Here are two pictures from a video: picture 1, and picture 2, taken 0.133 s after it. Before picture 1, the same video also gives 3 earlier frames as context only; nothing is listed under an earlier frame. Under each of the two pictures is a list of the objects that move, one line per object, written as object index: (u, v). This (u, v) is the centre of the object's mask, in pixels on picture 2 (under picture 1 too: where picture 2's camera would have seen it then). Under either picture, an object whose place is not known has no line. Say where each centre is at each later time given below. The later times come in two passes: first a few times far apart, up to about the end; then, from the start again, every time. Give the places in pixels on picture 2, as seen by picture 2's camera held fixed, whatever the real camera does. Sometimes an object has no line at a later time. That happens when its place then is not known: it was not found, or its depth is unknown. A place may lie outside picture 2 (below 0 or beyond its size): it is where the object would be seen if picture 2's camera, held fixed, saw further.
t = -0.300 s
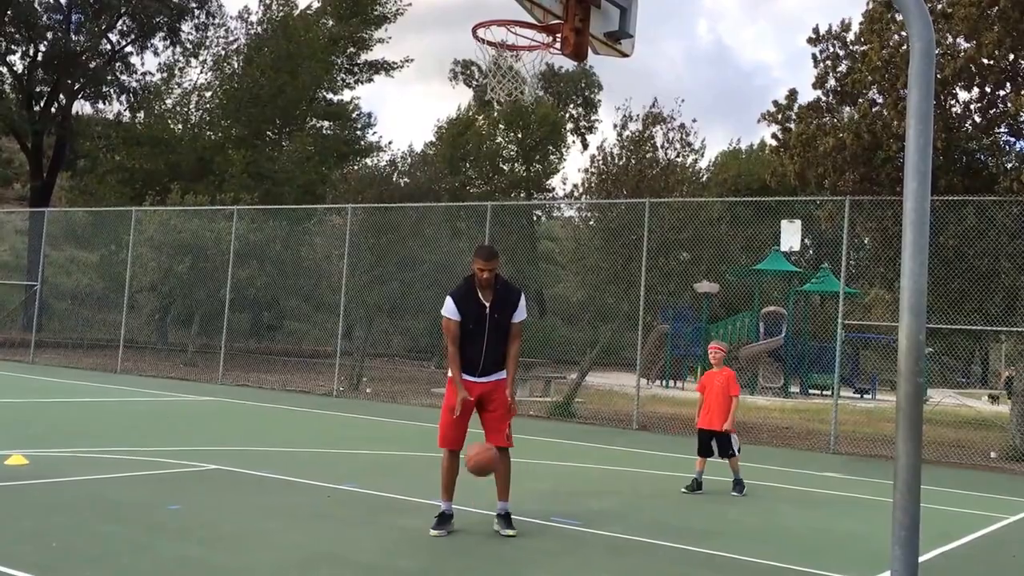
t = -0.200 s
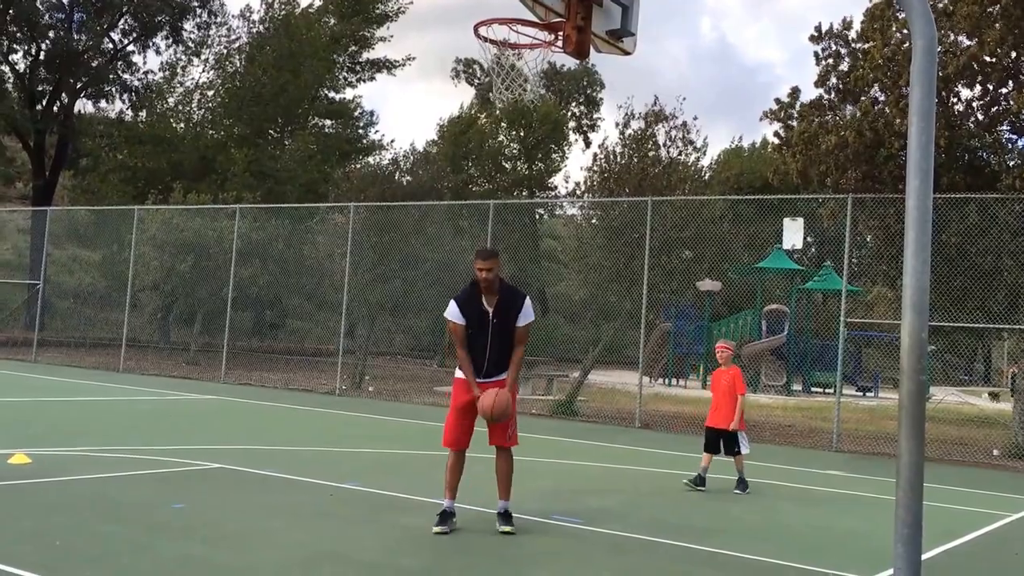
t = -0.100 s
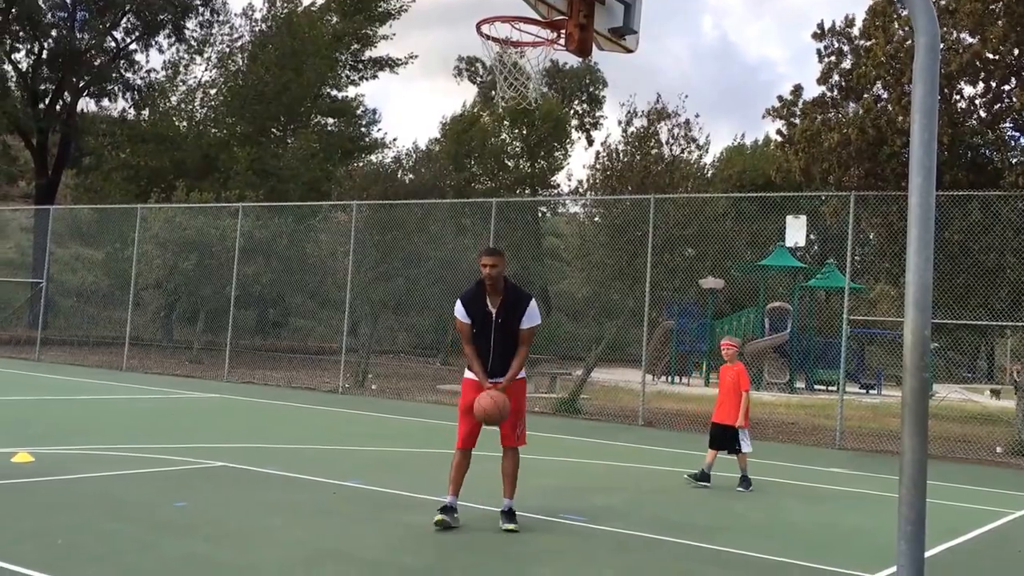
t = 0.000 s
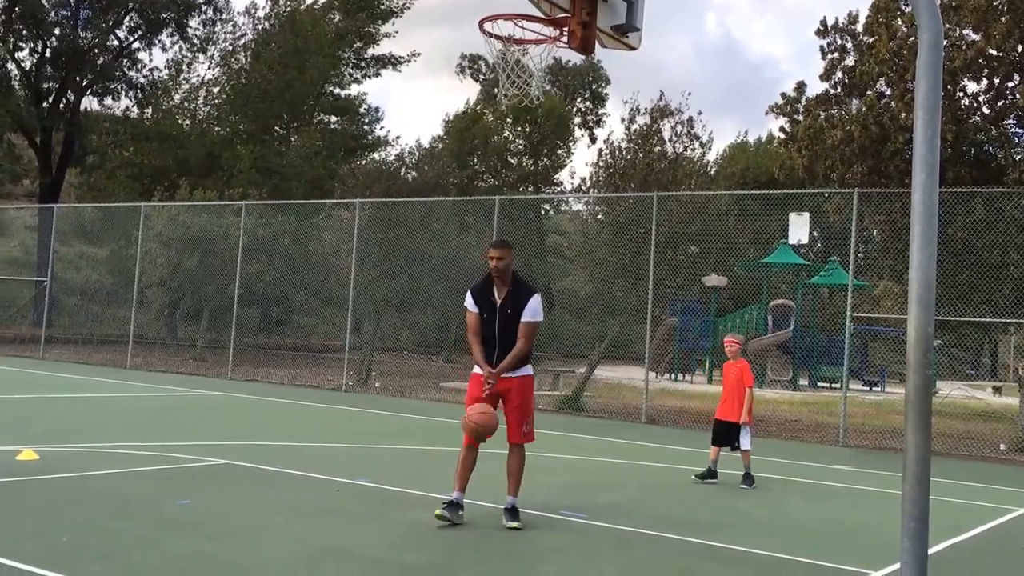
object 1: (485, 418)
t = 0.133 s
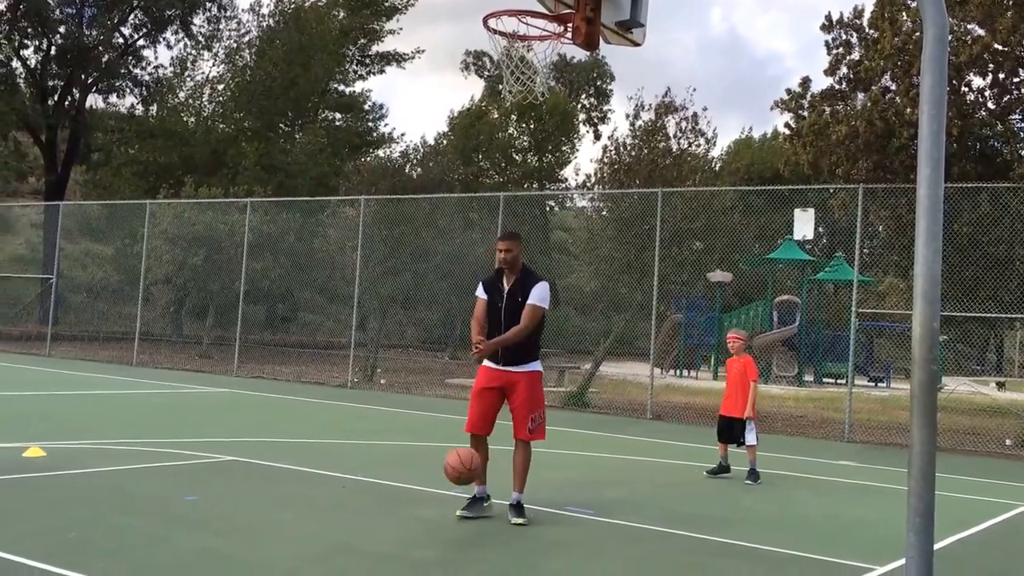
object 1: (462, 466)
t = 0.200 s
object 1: (450, 503)
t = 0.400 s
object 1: (425, 464)
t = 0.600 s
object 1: (401, 436)
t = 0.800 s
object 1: (369, 481)
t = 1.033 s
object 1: (335, 506)
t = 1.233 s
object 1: (310, 475)
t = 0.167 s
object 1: (456, 483)
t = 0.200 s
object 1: (450, 503)
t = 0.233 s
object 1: (443, 525)
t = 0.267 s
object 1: (439, 516)
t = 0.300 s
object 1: (436, 500)
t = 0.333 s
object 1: (432, 486)
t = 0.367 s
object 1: (429, 474)
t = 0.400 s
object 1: (425, 464)
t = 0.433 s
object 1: (422, 455)
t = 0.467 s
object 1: (418, 447)
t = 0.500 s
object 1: (414, 442)
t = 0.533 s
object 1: (410, 438)
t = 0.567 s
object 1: (406, 436)
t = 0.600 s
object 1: (401, 436)
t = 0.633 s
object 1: (396, 439)
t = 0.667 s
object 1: (391, 443)
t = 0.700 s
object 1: (386, 449)
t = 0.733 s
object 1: (381, 457)
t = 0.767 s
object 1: (375, 468)
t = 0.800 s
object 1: (369, 481)
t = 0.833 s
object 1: (363, 496)
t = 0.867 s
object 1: (357, 513)
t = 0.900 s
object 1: (350, 533)
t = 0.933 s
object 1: (344, 549)
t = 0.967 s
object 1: (342, 532)
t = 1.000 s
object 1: (338, 518)
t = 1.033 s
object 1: (335, 506)
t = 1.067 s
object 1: (332, 495)
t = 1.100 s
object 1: (328, 487)
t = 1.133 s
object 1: (324, 480)
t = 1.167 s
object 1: (320, 476)
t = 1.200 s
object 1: (315, 474)
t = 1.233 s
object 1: (310, 475)
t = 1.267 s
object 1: (305, 477)
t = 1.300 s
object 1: (300, 481)
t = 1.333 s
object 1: (294, 489)
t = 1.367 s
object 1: (289, 498)
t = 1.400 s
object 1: (283, 510)
